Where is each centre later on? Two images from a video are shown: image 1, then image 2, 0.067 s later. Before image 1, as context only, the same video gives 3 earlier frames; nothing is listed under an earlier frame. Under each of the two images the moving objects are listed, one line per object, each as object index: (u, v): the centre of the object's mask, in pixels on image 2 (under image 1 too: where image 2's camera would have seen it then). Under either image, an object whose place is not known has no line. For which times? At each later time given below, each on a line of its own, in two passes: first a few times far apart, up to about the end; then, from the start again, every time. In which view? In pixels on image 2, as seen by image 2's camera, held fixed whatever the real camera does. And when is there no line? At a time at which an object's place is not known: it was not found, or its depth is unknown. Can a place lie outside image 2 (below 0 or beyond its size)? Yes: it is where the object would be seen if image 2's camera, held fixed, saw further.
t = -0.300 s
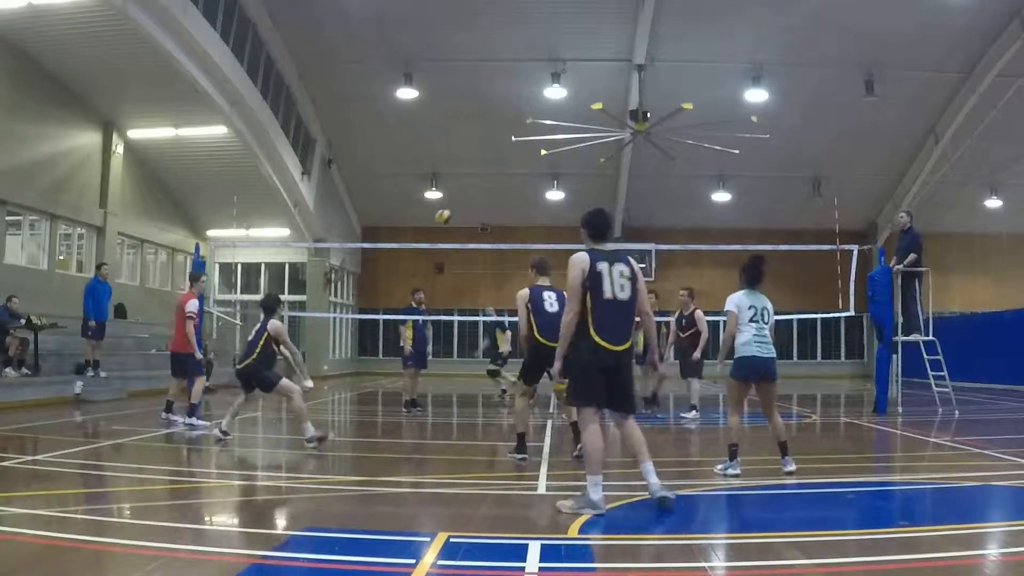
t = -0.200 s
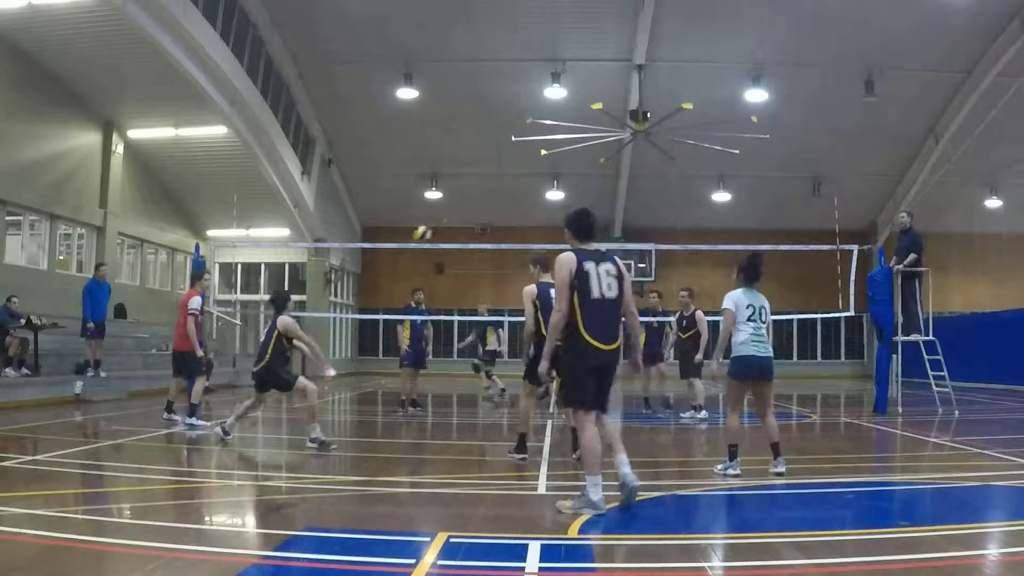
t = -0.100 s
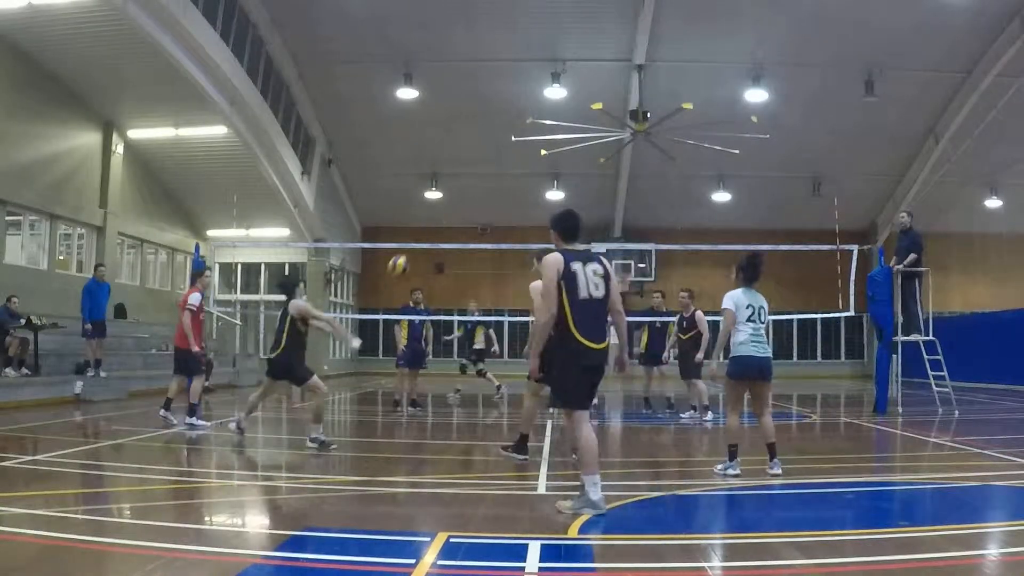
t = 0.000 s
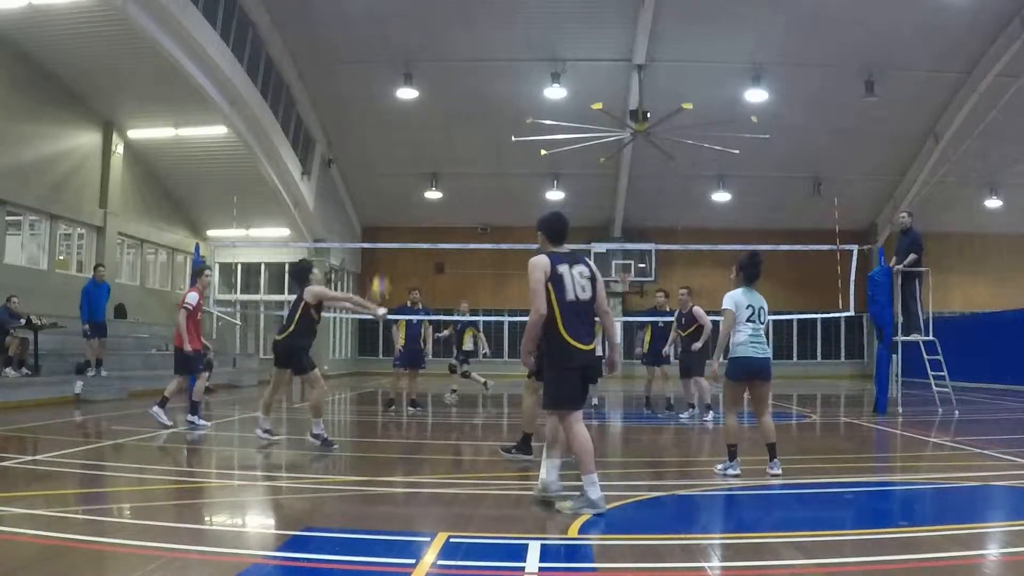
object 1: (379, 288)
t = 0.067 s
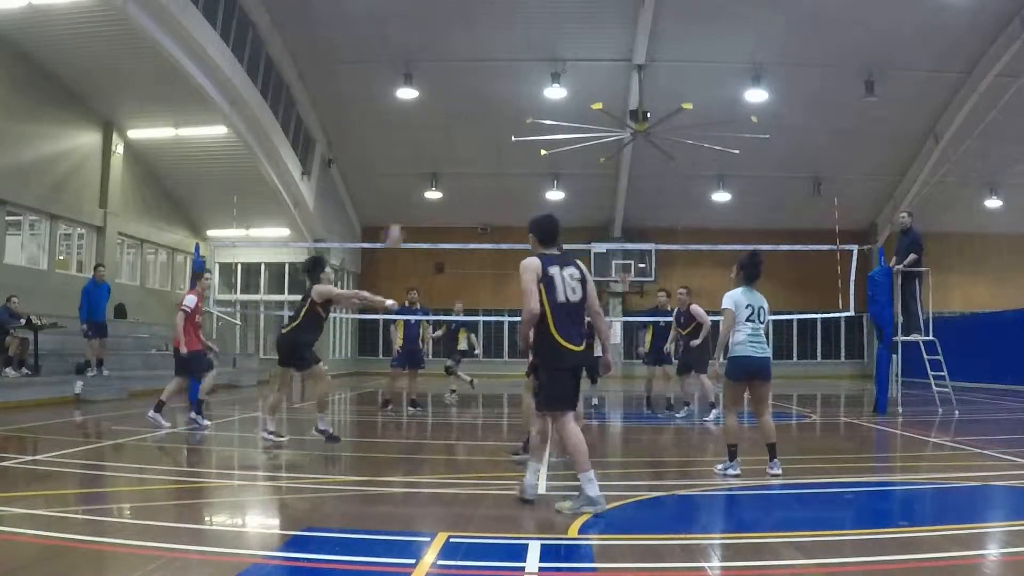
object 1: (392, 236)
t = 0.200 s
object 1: (418, 152)
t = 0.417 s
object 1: (454, 63)
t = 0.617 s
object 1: (484, 25)
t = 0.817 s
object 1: (508, 24)
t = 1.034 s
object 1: (533, 57)
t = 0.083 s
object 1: (399, 224)
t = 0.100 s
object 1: (399, 211)
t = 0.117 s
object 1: (403, 201)
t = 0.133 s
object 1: (405, 191)
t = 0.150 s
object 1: (408, 181)
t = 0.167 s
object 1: (413, 169)
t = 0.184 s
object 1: (415, 159)
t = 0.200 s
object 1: (418, 152)
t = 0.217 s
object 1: (422, 141)
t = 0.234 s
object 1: (425, 133)
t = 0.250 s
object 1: (428, 125)
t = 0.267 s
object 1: (431, 117)
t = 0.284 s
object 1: (435, 108)
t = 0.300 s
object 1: (436, 104)
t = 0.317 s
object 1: (442, 94)
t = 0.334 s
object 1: (443, 89)
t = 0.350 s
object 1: (446, 84)
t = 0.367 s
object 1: (448, 78)
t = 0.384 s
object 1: (450, 72)
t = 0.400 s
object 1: (452, 68)
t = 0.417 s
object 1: (454, 63)
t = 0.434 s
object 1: (457, 58)
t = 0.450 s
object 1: (460, 55)
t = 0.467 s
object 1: (463, 49)
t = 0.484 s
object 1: (465, 45)
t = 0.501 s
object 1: (467, 43)
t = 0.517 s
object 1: (470, 40)
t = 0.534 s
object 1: (471, 38)
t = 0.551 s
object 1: (475, 34)
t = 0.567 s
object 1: (476, 29)
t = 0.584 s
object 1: (479, 27)
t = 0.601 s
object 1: (481, 26)
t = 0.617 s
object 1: (484, 25)
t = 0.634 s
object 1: (486, 24)
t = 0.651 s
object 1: (488, 23)
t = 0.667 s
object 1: (490, 22)
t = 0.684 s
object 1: (492, 22)
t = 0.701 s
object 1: (494, 22)
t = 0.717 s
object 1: (496, 21)
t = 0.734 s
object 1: (498, 22)
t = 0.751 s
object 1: (500, 20)
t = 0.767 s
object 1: (502, 21)
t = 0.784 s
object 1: (504, 22)
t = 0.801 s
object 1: (505, 23)
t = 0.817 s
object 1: (508, 24)
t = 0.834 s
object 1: (510, 25)
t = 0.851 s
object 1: (512, 26)
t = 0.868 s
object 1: (514, 27)
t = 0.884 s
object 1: (516, 30)
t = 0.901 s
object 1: (518, 33)
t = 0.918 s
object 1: (519, 35)
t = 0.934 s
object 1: (522, 38)
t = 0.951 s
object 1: (524, 41)
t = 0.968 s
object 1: (525, 44)
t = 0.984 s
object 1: (527, 47)
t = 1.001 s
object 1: (529, 50)
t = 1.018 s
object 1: (531, 53)
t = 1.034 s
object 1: (533, 57)
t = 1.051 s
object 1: (534, 61)
